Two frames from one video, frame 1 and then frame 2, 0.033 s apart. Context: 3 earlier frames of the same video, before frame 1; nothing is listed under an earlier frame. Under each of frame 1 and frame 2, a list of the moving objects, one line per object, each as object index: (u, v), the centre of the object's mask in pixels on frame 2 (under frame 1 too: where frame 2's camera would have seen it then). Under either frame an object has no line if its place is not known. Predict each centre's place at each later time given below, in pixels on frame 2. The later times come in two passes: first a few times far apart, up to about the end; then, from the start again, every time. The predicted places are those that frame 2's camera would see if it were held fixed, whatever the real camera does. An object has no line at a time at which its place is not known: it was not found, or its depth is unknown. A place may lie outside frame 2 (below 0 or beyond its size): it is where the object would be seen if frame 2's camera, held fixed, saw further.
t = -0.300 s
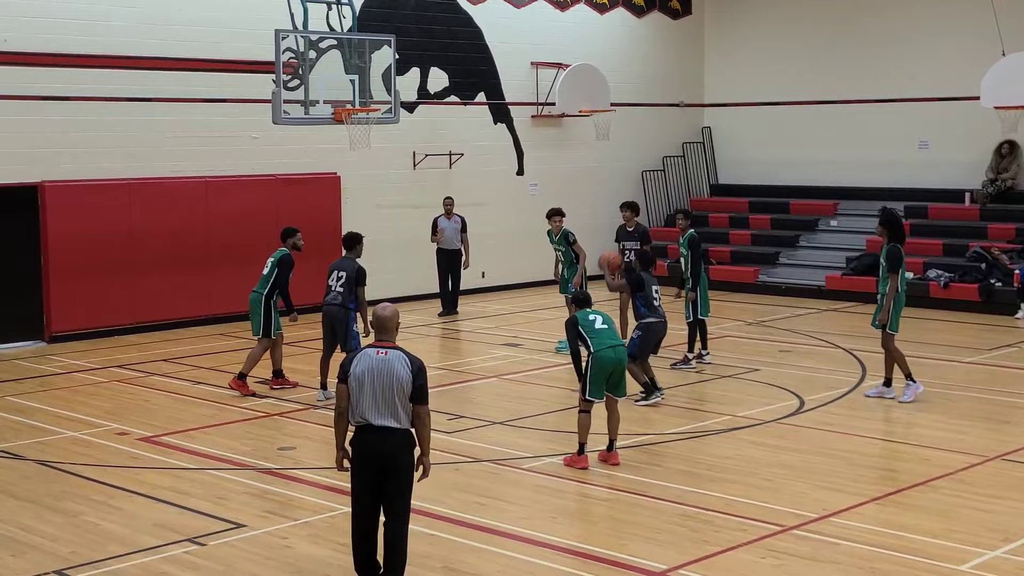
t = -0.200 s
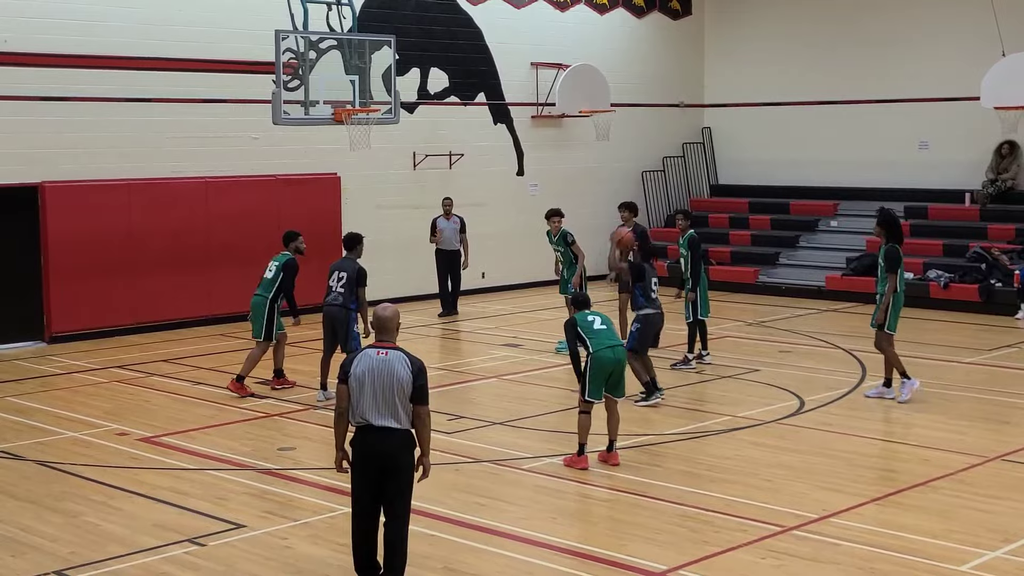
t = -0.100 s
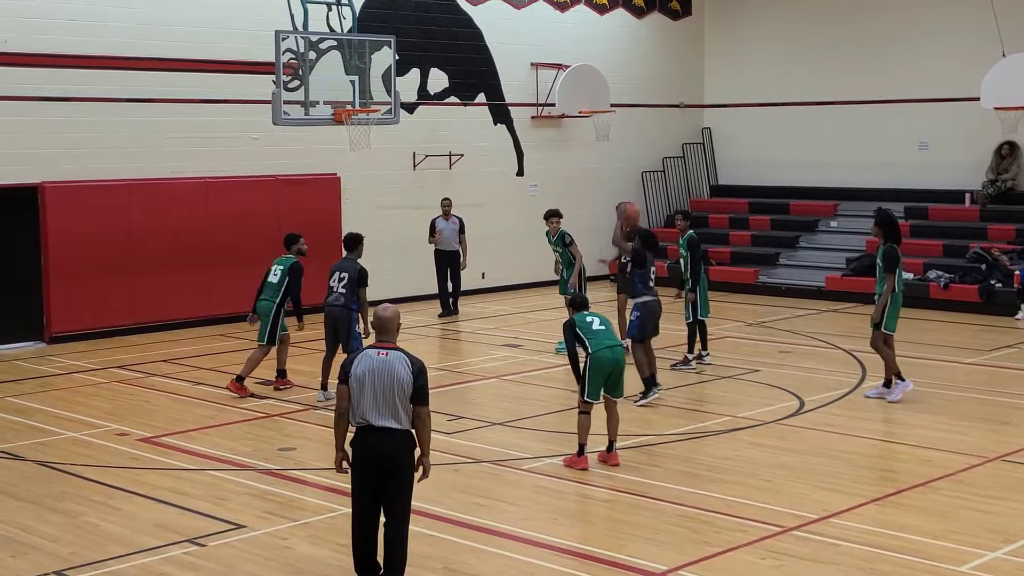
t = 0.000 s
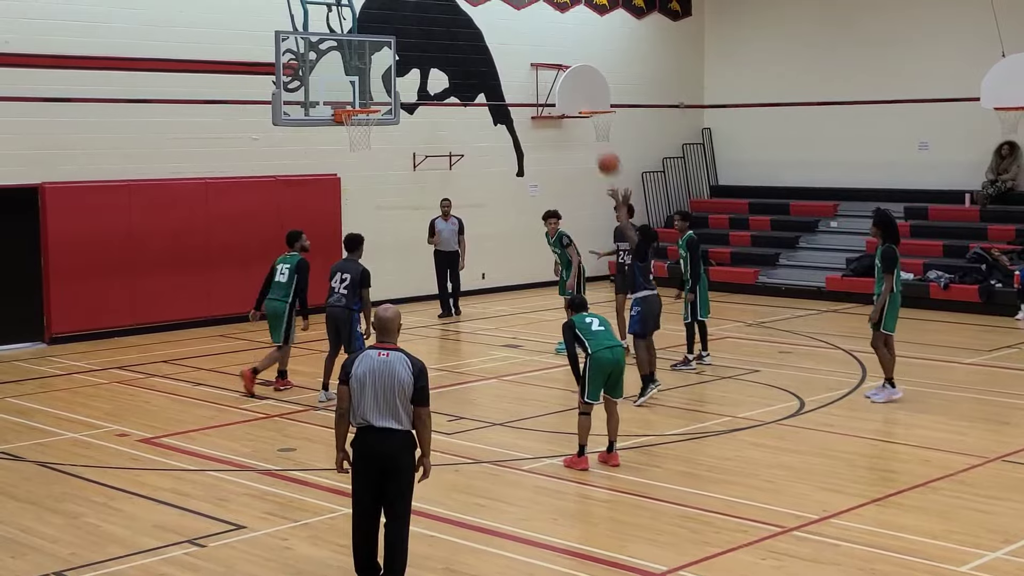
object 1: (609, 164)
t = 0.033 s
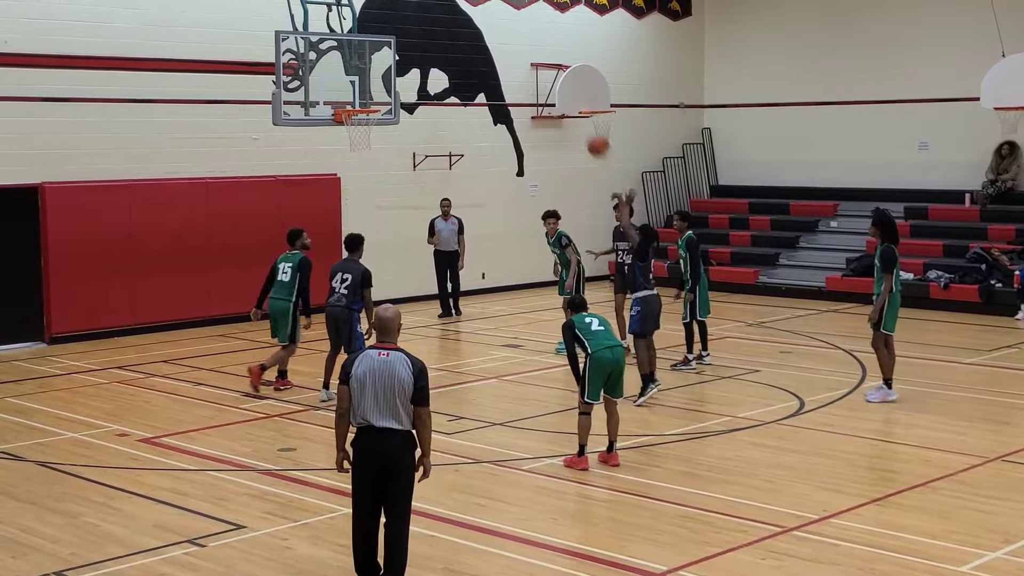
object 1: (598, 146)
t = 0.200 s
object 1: (546, 74)
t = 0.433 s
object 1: (480, 22)
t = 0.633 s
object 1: (429, 17)
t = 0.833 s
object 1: (382, 45)
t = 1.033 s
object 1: (349, 100)
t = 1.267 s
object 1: (398, 107)
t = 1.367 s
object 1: (421, 125)
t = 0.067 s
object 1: (587, 128)
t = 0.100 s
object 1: (577, 113)
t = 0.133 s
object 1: (567, 99)
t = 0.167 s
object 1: (556, 86)
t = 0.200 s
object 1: (546, 74)
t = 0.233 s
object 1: (536, 63)
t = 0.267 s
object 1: (527, 54)
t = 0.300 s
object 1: (517, 45)
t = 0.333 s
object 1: (508, 38)
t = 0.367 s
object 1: (499, 32)
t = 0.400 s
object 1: (489, 26)
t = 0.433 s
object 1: (480, 22)
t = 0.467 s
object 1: (471, 19)
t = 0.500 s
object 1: (462, 17)
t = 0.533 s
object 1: (454, 16)
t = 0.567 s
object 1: (445, 15)
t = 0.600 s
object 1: (437, 16)
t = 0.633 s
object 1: (429, 17)
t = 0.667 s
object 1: (420, 20)
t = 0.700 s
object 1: (413, 23)
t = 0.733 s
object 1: (405, 27)
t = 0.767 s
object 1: (398, 33)
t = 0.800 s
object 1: (390, 38)
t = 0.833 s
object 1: (382, 45)
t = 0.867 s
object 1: (374, 53)
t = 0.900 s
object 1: (367, 62)
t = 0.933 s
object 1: (361, 71)
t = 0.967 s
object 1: (354, 81)
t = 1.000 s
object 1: (346, 92)
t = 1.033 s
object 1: (349, 100)
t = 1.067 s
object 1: (356, 99)
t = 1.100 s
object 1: (364, 98)
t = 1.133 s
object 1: (369, 98)
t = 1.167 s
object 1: (377, 99)
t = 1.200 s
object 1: (384, 101)
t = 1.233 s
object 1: (391, 104)
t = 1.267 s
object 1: (398, 107)
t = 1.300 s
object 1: (406, 112)
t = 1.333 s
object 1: (413, 118)
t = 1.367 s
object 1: (421, 125)
